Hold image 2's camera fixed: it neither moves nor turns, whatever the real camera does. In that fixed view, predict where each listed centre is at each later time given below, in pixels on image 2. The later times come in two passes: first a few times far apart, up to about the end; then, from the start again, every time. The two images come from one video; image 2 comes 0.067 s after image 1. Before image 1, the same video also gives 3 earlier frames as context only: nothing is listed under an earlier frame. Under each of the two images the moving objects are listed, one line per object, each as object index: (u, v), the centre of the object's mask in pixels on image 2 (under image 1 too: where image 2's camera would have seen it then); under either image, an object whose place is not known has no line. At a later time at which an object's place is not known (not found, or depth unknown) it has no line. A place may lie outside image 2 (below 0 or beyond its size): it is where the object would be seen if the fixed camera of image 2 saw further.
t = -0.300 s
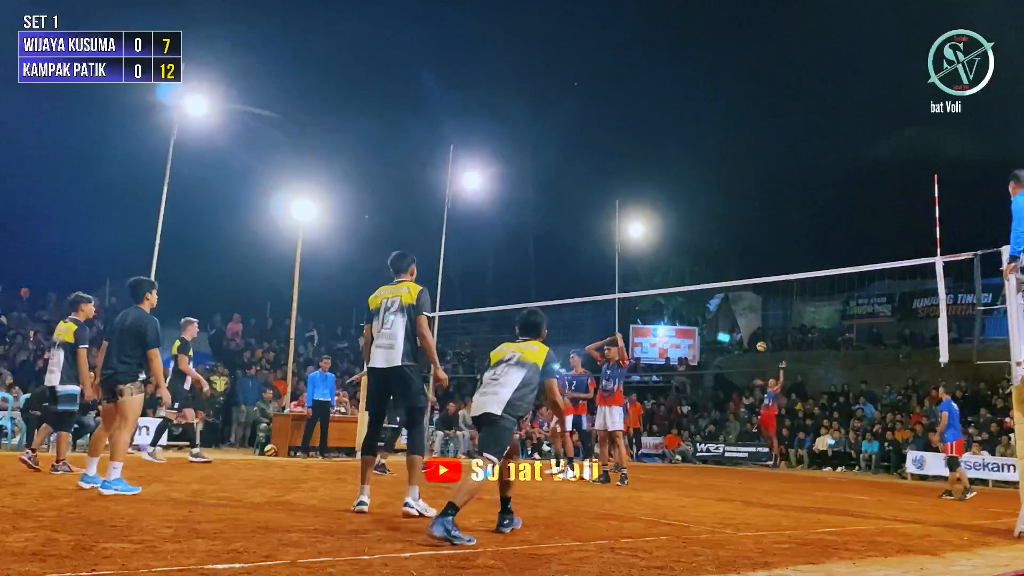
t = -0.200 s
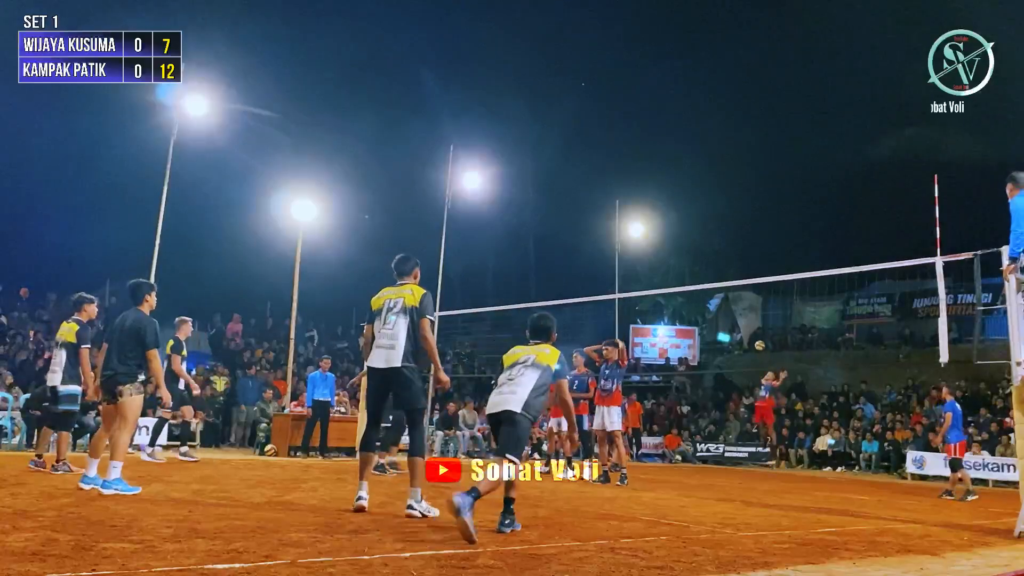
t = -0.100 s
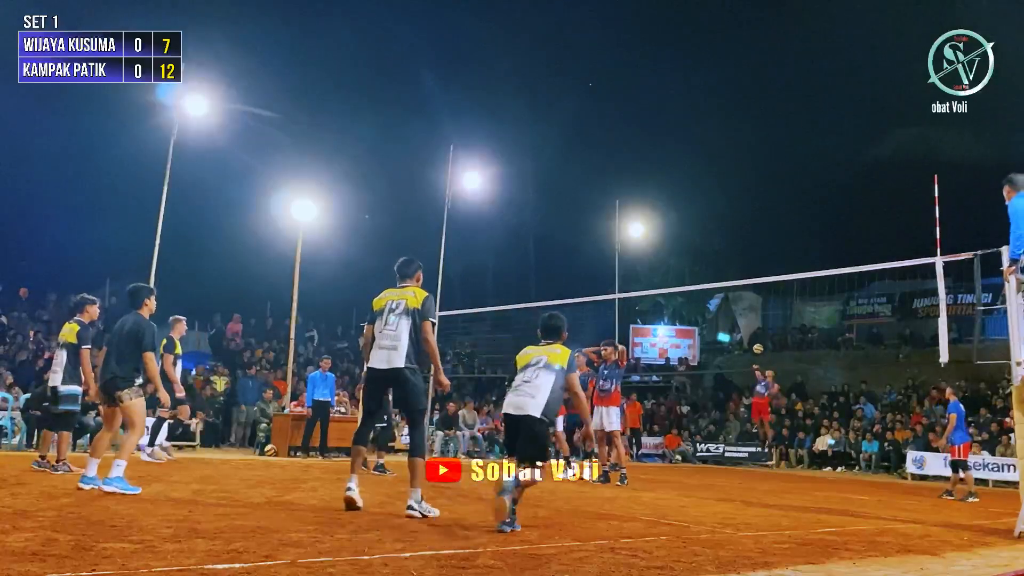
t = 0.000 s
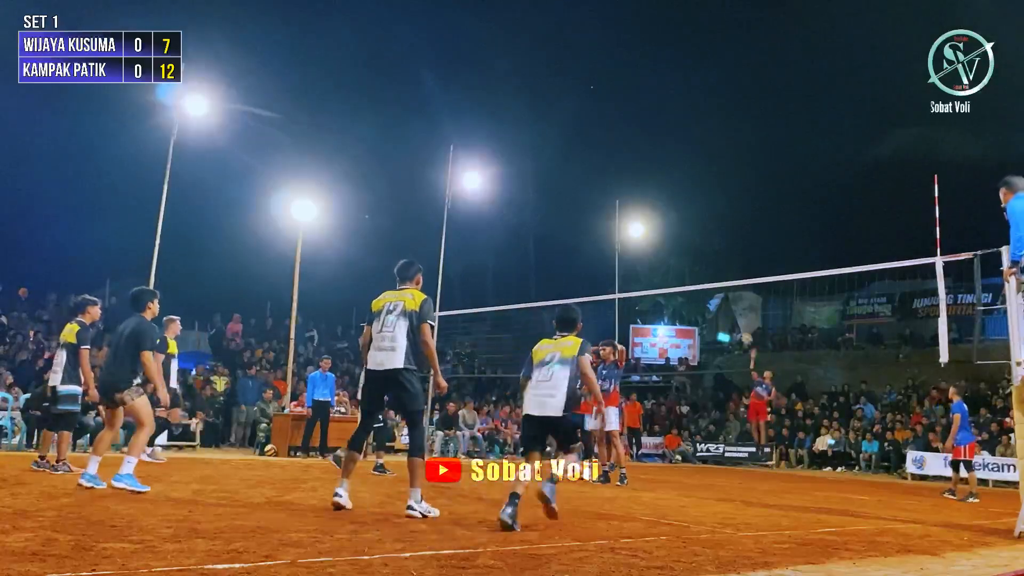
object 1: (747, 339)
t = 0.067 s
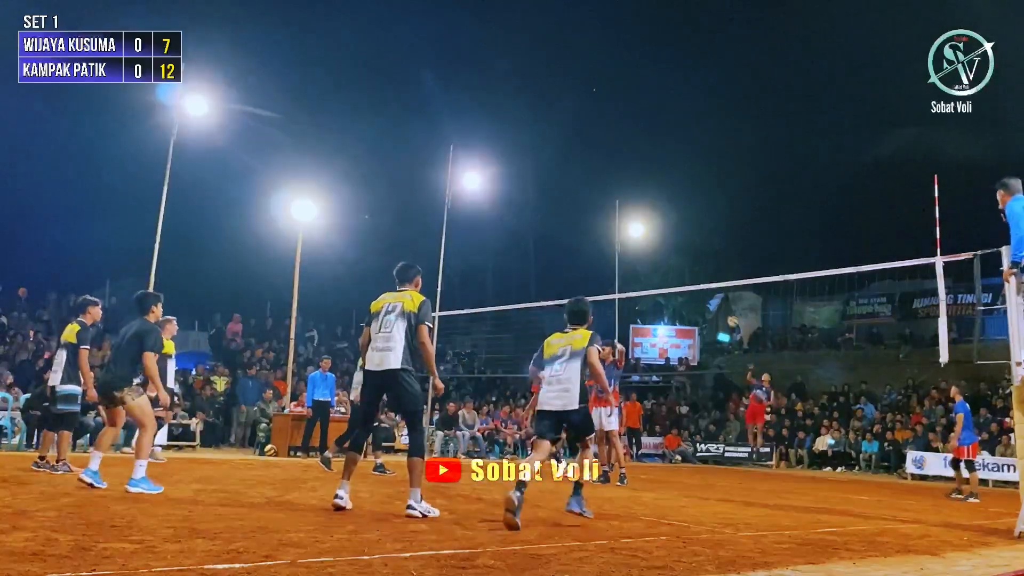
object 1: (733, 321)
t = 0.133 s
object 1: (717, 304)
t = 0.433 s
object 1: (627, 243)
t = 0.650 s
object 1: (546, 228)
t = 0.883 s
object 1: (431, 247)
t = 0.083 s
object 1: (728, 317)
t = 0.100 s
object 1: (724, 312)
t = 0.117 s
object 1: (721, 308)
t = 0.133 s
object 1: (717, 304)
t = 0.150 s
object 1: (712, 299)
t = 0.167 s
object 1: (709, 296)
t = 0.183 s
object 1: (705, 292)
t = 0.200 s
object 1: (700, 289)
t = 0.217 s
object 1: (695, 283)
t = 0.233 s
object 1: (692, 280)
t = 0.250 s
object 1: (686, 277)
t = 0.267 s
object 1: (682, 274)
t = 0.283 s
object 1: (677, 270)
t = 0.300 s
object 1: (672, 267)
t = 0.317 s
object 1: (668, 263)
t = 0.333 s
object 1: (663, 260)
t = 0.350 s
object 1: (657, 257)
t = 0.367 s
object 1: (652, 254)
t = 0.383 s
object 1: (647, 252)
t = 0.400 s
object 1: (641, 248)
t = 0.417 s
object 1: (636, 245)
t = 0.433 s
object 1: (627, 243)
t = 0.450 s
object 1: (619, 241)
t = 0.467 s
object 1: (616, 239)
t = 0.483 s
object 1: (611, 237)
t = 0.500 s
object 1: (606, 235)
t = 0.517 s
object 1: (600, 234)
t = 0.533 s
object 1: (594, 232)
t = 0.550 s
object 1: (587, 231)
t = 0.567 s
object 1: (581, 230)
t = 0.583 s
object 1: (575, 229)
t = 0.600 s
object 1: (567, 228)
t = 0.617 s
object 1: (561, 228)
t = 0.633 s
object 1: (554, 228)
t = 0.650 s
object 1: (546, 228)
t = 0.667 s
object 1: (540, 228)
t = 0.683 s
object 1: (533, 228)
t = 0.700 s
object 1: (524, 228)
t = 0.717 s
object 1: (517, 229)
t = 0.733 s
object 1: (510, 230)
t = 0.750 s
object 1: (500, 231)
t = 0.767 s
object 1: (493, 232)
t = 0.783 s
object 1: (485, 233)
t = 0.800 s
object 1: (475, 235)
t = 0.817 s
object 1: (467, 237)
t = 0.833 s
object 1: (459, 239)
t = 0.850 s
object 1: (448, 241)
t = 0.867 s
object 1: (440, 244)
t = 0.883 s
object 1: (431, 247)
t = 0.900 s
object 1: (419, 250)
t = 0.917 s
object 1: (410, 253)
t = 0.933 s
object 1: (400, 257)
